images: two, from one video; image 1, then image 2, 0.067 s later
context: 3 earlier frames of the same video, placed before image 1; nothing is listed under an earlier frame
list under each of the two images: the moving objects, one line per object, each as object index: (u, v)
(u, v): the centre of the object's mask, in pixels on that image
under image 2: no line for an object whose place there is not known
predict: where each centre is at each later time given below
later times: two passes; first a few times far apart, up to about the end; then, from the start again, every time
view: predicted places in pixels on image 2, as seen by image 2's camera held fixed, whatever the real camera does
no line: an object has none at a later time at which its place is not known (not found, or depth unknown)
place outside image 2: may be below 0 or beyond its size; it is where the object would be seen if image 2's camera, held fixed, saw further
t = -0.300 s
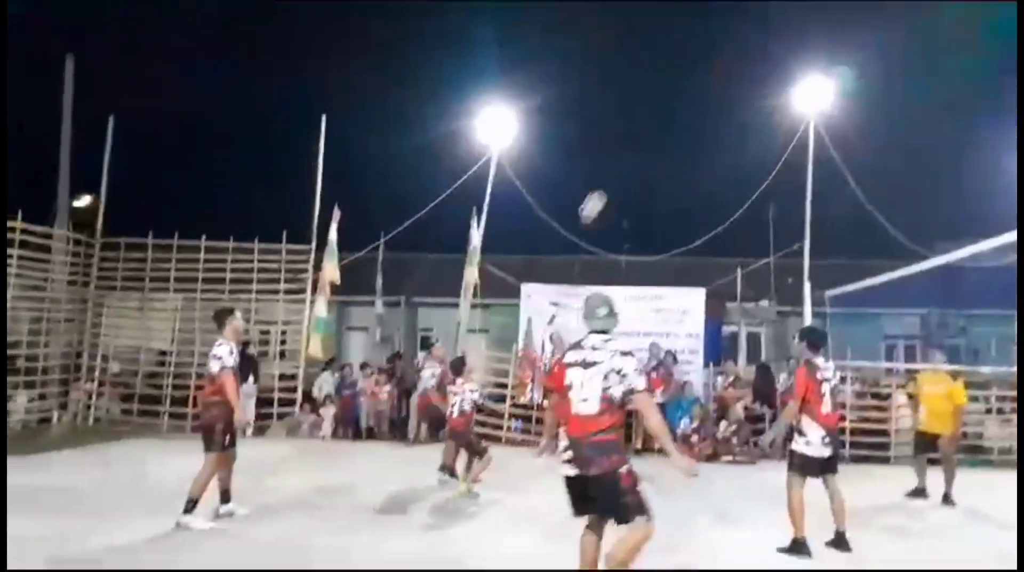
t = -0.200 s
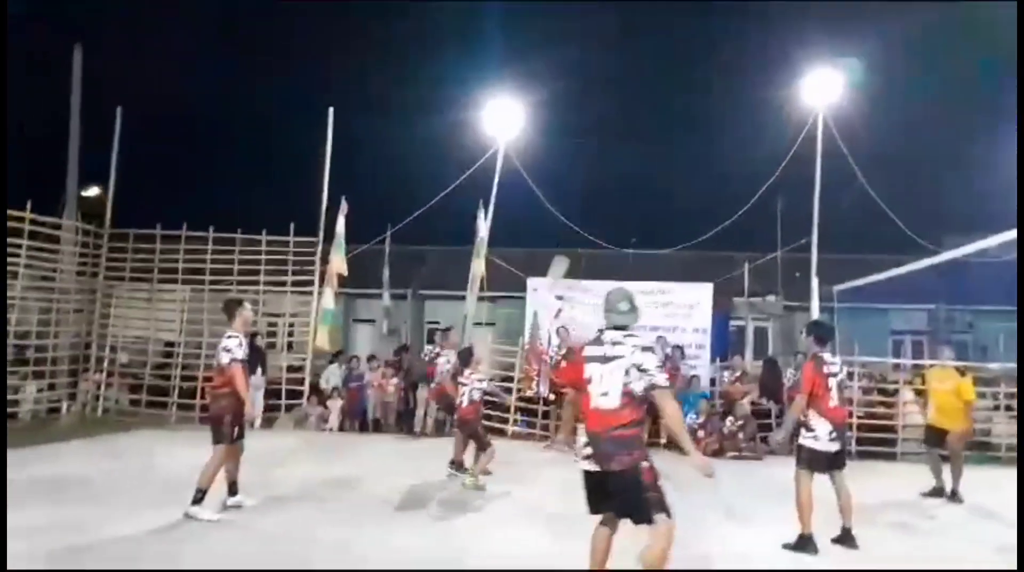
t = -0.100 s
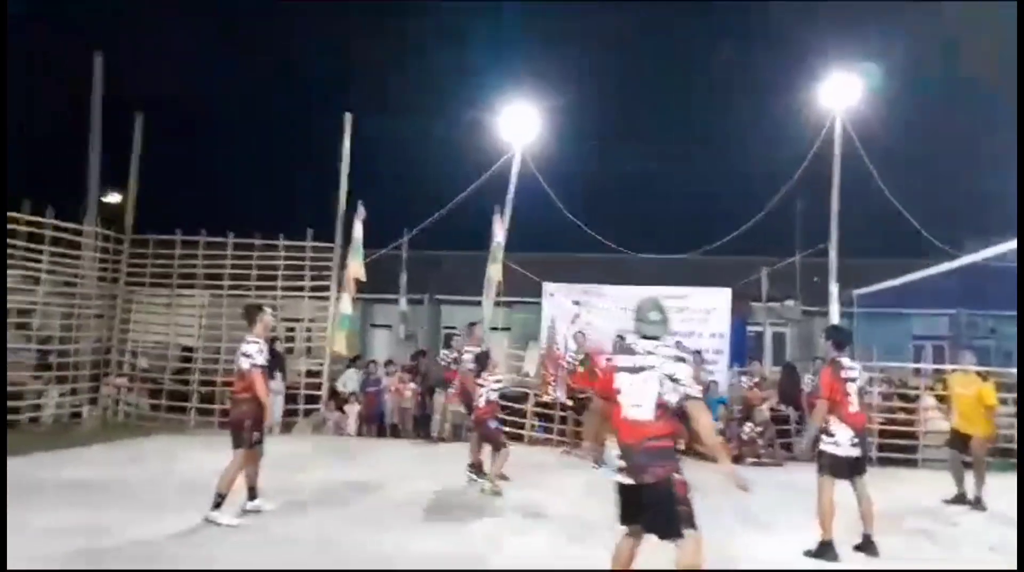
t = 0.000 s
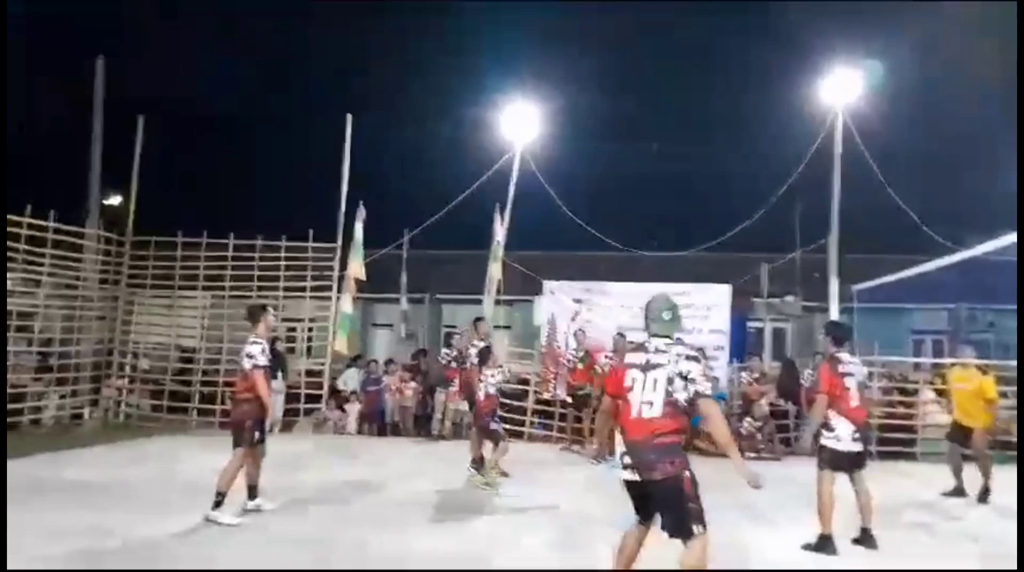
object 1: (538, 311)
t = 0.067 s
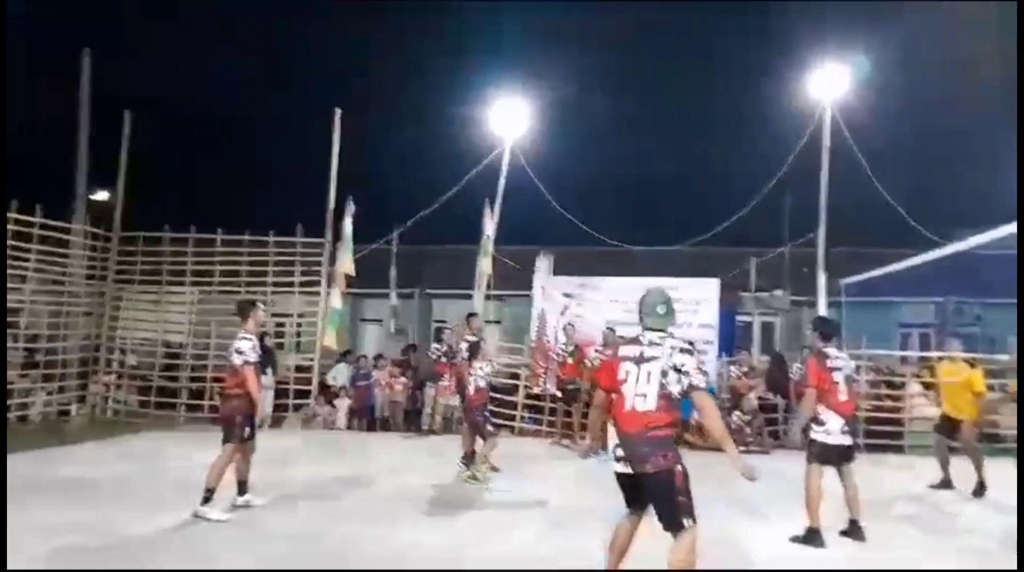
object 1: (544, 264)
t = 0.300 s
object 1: (590, 156)
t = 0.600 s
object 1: (650, 74)
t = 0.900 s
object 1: (716, 76)
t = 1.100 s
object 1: (765, 136)
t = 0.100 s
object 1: (551, 250)
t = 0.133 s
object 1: (557, 232)
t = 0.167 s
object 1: (564, 215)
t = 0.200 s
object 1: (571, 199)
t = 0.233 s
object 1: (577, 184)
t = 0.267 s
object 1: (584, 169)
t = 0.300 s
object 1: (590, 156)
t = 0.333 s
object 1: (597, 144)
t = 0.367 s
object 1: (603, 131)
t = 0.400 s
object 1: (609, 120)
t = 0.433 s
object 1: (616, 109)
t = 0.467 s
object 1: (621, 100)
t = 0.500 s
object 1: (628, 92)
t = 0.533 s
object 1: (636, 85)
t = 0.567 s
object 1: (643, 79)
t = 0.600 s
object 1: (650, 74)
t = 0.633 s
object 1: (657, 70)
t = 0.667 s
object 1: (665, 67)
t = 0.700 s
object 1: (671, 64)
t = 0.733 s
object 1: (678, 63)
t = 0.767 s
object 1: (684, 63)
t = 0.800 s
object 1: (692, 64)
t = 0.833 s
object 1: (700, 67)
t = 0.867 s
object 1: (708, 70)
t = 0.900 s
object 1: (716, 76)
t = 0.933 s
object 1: (724, 82)
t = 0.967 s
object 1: (732, 91)
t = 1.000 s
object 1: (740, 100)
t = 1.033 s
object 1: (748, 111)
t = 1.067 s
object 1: (756, 123)
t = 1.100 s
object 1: (765, 136)
